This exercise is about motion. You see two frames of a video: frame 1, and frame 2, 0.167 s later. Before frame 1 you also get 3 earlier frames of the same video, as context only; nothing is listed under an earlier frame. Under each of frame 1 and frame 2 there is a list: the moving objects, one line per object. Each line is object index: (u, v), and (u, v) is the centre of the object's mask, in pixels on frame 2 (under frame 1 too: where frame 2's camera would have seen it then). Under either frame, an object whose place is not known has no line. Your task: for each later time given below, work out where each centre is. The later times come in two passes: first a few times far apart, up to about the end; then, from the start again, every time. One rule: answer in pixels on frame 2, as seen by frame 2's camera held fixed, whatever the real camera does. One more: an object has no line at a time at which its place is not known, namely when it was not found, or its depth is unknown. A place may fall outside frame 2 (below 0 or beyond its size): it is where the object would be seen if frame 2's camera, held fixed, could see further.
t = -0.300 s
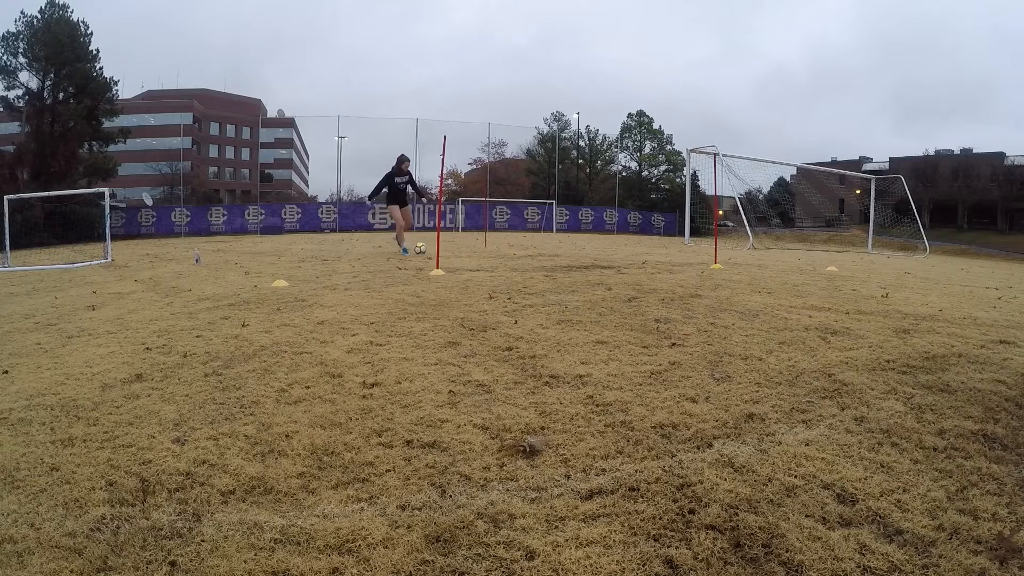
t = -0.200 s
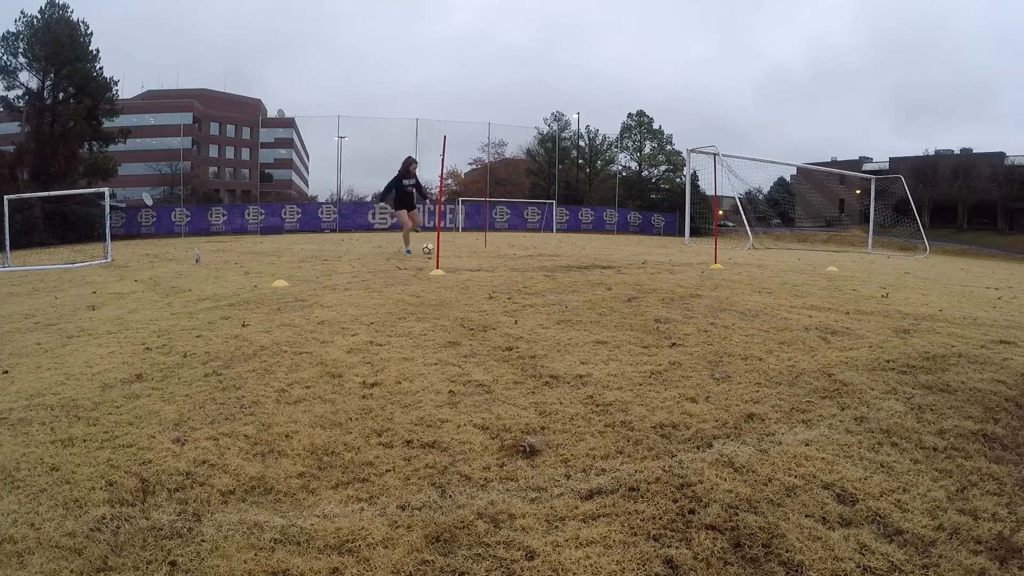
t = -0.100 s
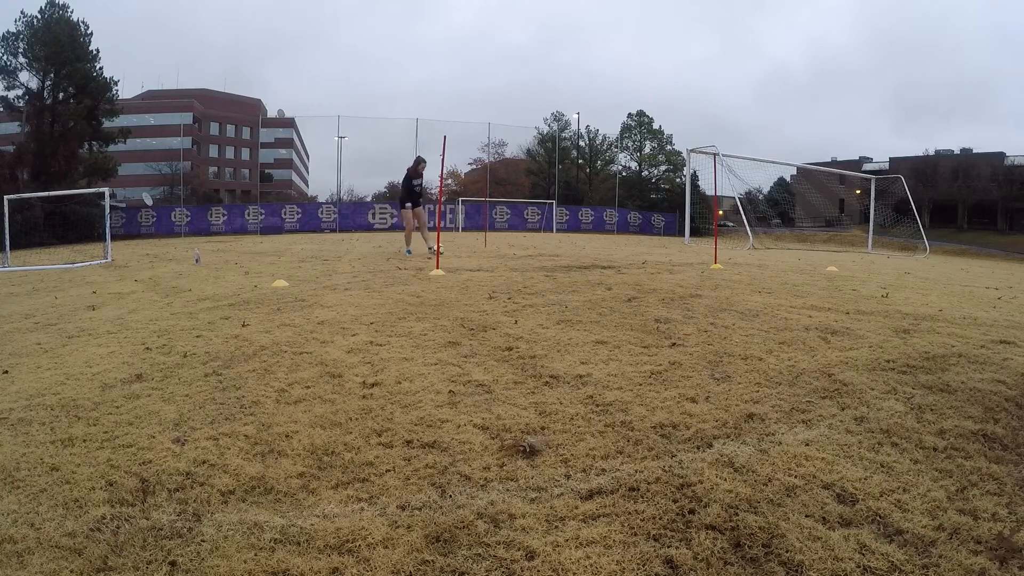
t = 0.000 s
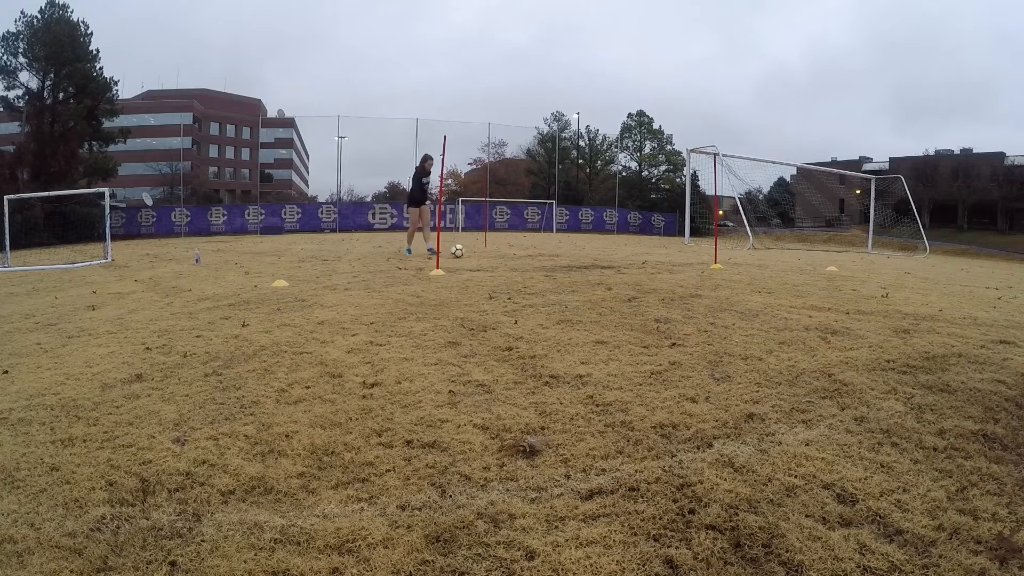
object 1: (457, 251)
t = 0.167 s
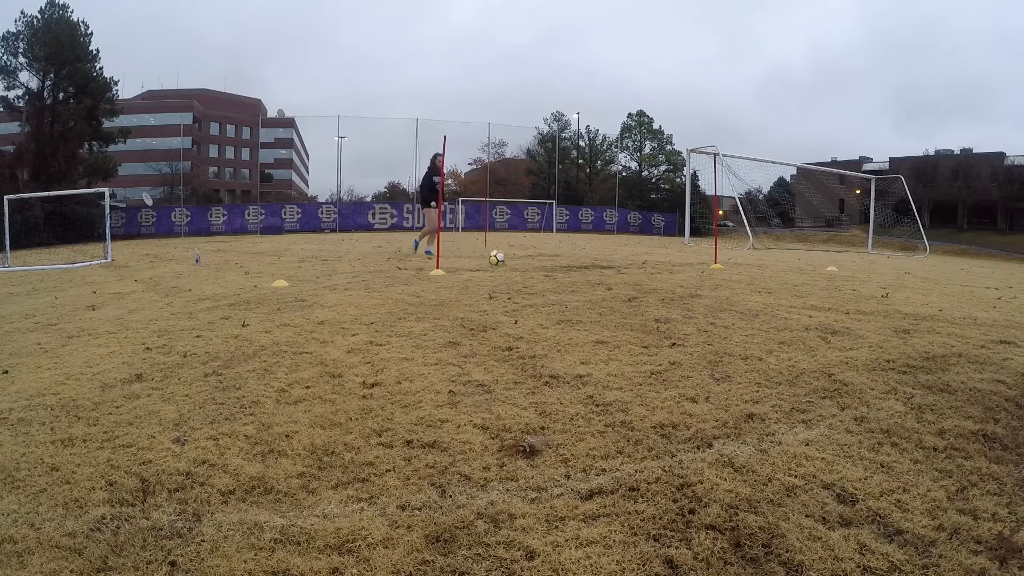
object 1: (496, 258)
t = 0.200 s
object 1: (505, 259)
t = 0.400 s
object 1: (563, 269)
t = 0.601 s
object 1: (635, 282)
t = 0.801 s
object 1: (720, 297)
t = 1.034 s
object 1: (852, 322)
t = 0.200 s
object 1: (505, 259)
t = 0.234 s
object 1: (514, 261)
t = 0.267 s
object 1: (523, 262)
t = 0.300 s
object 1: (533, 264)
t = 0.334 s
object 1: (543, 265)
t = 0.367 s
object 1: (553, 267)
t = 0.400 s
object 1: (563, 269)
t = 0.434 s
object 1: (575, 270)
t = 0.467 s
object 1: (586, 272)
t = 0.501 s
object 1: (597, 275)
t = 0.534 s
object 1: (610, 278)
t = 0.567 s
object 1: (622, 279)
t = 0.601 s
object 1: (635, 282)
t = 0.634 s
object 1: (648, 284)
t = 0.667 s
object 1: (662, 287)
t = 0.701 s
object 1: (676, 290)
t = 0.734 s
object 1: (690, 291)
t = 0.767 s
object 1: (705, 294)
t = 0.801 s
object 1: (720, 297)
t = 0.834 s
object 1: (737, 300)
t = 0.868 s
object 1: (754, 301)
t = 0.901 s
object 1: (771, 303)
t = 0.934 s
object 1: (790, 307)
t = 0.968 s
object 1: (810, 312)
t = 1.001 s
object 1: (831, 318)
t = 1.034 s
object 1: (852, 322)
